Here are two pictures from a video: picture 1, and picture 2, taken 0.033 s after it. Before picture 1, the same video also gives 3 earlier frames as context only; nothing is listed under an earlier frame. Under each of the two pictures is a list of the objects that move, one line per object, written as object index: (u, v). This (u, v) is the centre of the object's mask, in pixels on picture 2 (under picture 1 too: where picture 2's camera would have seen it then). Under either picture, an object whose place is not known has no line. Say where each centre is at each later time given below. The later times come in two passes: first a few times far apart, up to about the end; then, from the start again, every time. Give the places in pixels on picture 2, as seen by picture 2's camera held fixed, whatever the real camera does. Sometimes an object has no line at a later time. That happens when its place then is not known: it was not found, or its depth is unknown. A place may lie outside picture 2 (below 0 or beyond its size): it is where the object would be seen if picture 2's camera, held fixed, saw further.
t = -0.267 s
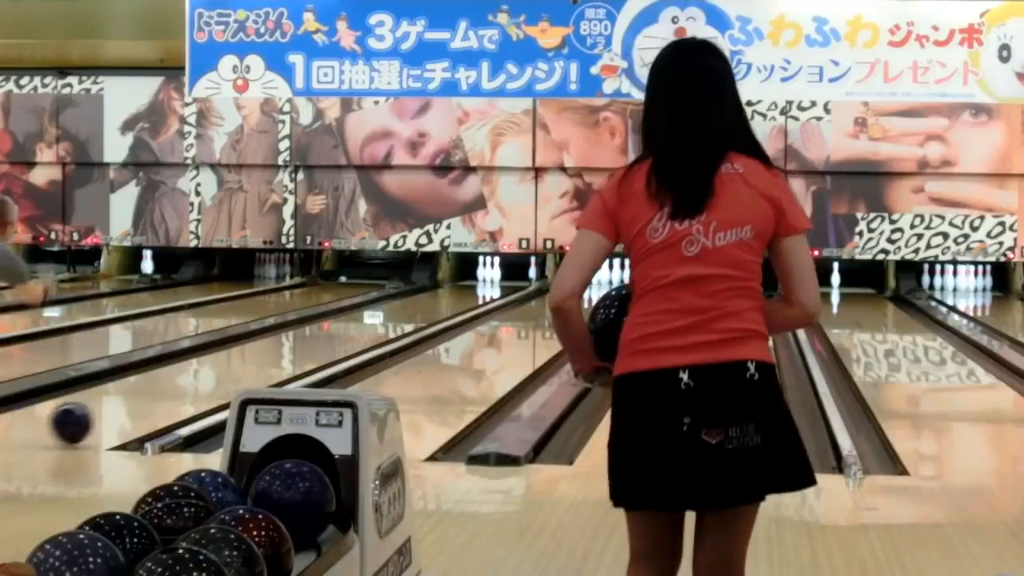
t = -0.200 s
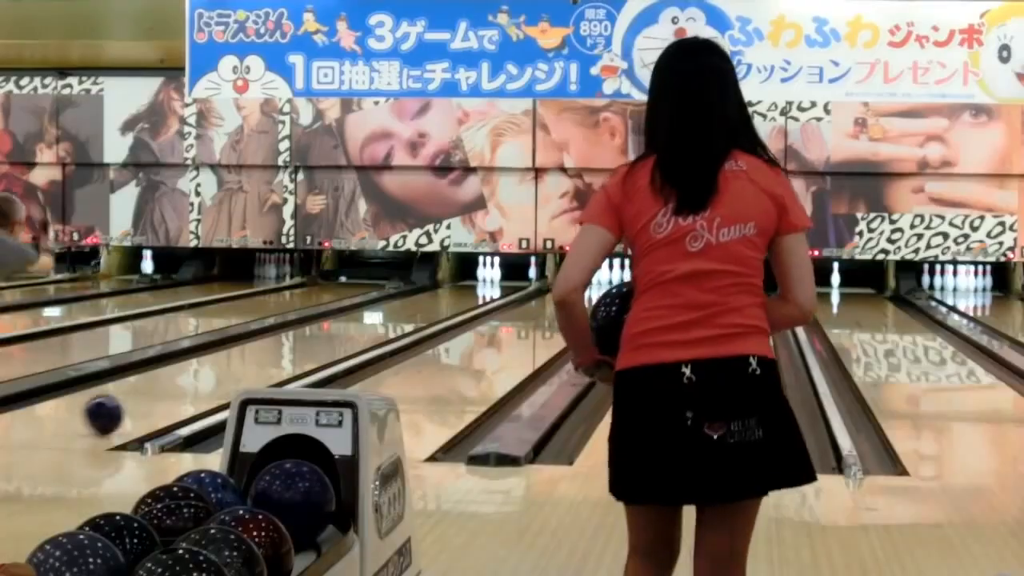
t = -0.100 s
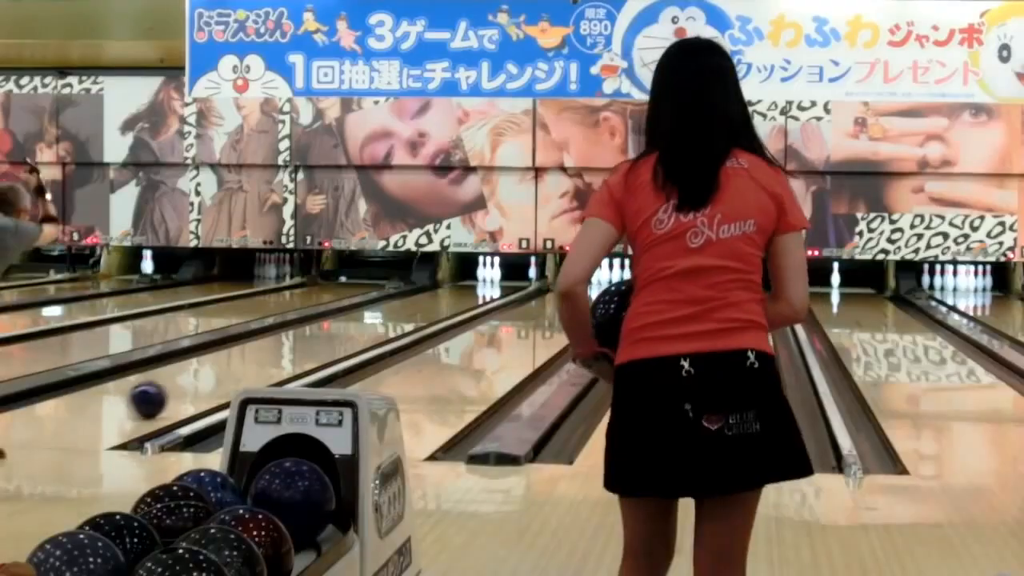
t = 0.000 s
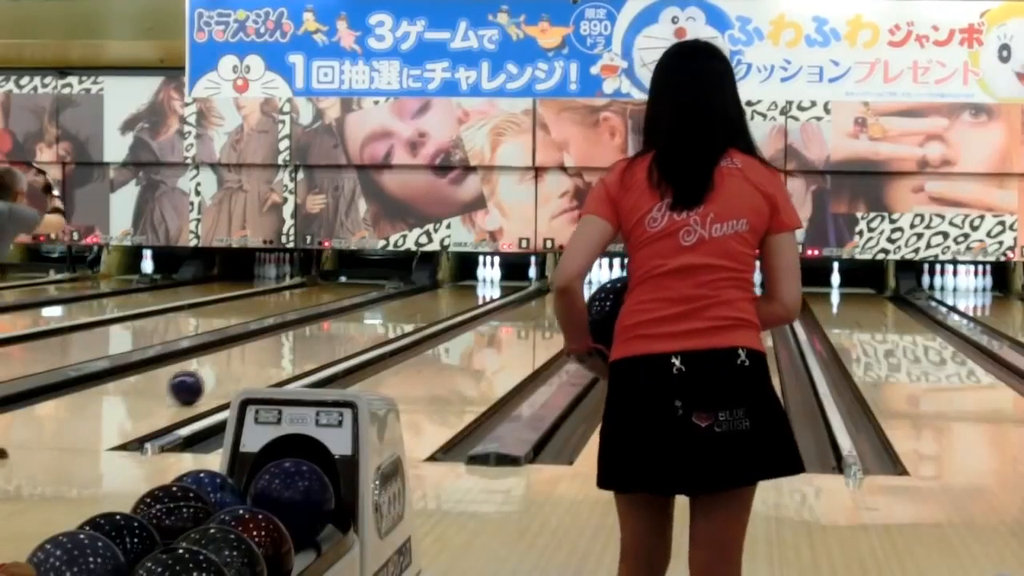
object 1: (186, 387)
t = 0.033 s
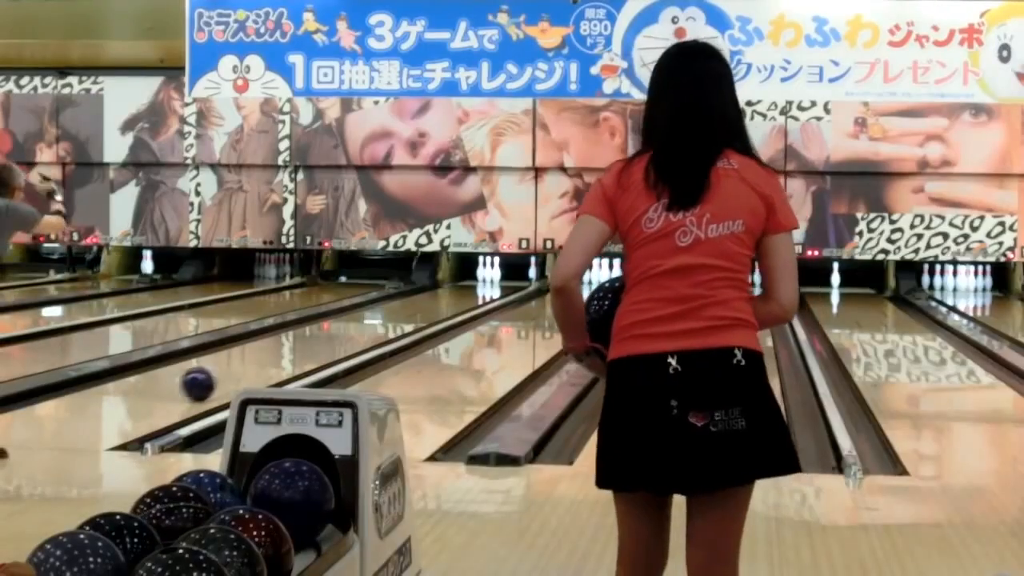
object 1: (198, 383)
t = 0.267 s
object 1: (267, 361)
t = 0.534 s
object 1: (327, 342)
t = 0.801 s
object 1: (372, 327)
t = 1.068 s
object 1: (406, 315)
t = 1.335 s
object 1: (432, 306)
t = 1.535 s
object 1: (448, 300)
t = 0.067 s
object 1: (209, 380)
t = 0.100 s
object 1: (220, 376)
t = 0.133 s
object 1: (230, 373)
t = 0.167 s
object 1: (240, 370)
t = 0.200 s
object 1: (249, 367)
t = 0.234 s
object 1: (259, 363)
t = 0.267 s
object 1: (267, 361)
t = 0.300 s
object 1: (276, 358)
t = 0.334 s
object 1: (284, 355)
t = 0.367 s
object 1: (291, 353)
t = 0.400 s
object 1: (299, 350)
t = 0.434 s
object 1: (306, 348)
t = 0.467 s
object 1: (313, 346)
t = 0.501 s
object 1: (320, 344)
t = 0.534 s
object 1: (327, 342)
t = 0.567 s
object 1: (333, 339)
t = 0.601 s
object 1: (339, 338)
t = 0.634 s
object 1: (345, 336)
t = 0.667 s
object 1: (351, 334)
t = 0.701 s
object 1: (356, 332)
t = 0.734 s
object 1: (362, 330)
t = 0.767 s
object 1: (367, 328)
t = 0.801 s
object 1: (372, 327)
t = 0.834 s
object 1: (376, 325)
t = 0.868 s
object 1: (381, 323)
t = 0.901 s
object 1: (385, 322)
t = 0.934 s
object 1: (390, 320)
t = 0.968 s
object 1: (394, 319)
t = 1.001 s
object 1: (398, 318)
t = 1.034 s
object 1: (402, 316)
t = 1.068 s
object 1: (406, 315)
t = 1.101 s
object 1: (409, 313)
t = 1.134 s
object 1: (413, 312)
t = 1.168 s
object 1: (417, 311)
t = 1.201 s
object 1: (420, 310)
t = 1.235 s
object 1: (423, 309)
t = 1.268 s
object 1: (427, 308)
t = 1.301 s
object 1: (429, 307)
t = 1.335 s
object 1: (432, 306)
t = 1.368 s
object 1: (435, 305)
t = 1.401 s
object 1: (438, 303)
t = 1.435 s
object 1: (441, 302)
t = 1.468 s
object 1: (444, 301)
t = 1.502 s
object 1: (446, 300)
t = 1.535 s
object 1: (448, 300)
